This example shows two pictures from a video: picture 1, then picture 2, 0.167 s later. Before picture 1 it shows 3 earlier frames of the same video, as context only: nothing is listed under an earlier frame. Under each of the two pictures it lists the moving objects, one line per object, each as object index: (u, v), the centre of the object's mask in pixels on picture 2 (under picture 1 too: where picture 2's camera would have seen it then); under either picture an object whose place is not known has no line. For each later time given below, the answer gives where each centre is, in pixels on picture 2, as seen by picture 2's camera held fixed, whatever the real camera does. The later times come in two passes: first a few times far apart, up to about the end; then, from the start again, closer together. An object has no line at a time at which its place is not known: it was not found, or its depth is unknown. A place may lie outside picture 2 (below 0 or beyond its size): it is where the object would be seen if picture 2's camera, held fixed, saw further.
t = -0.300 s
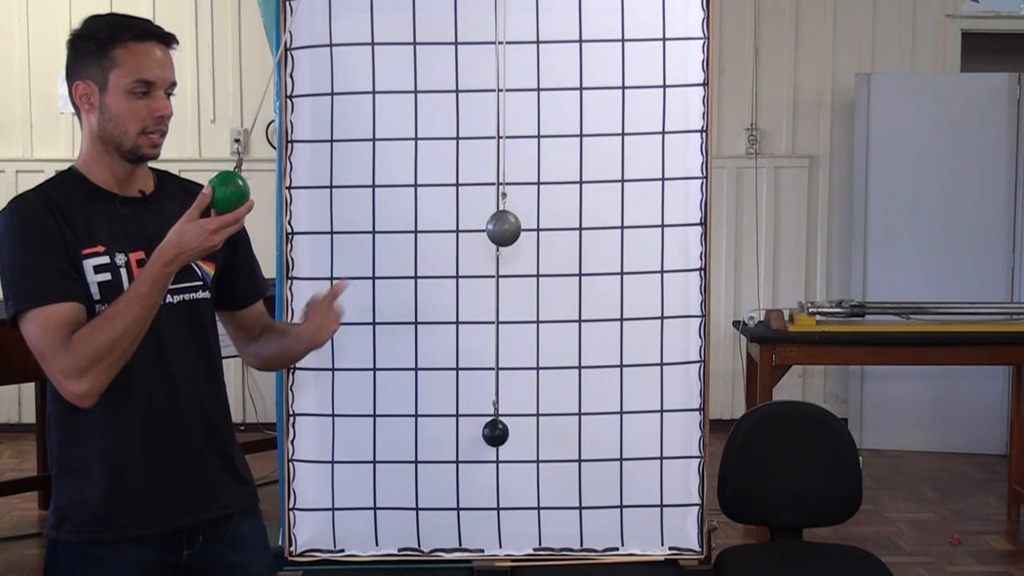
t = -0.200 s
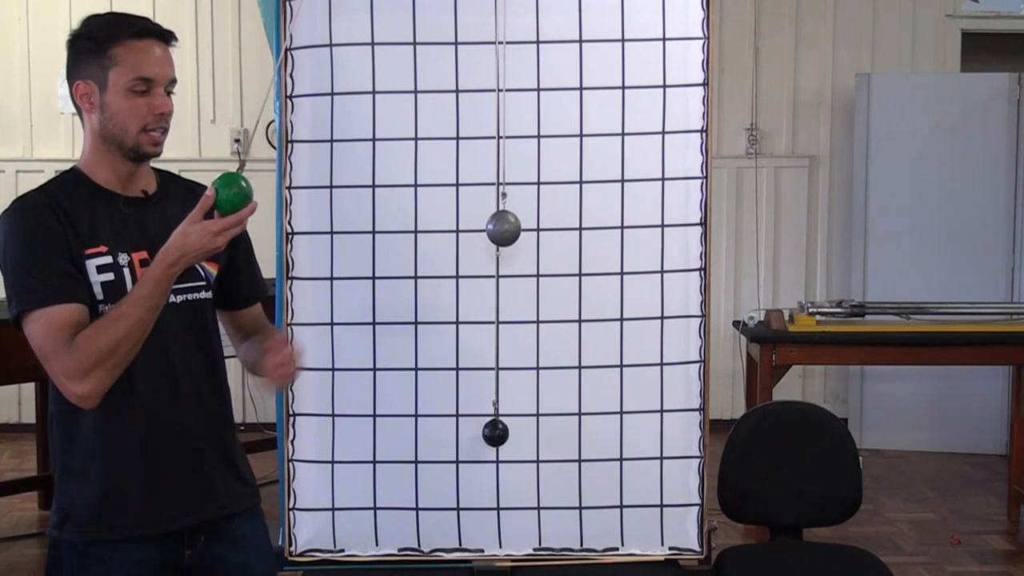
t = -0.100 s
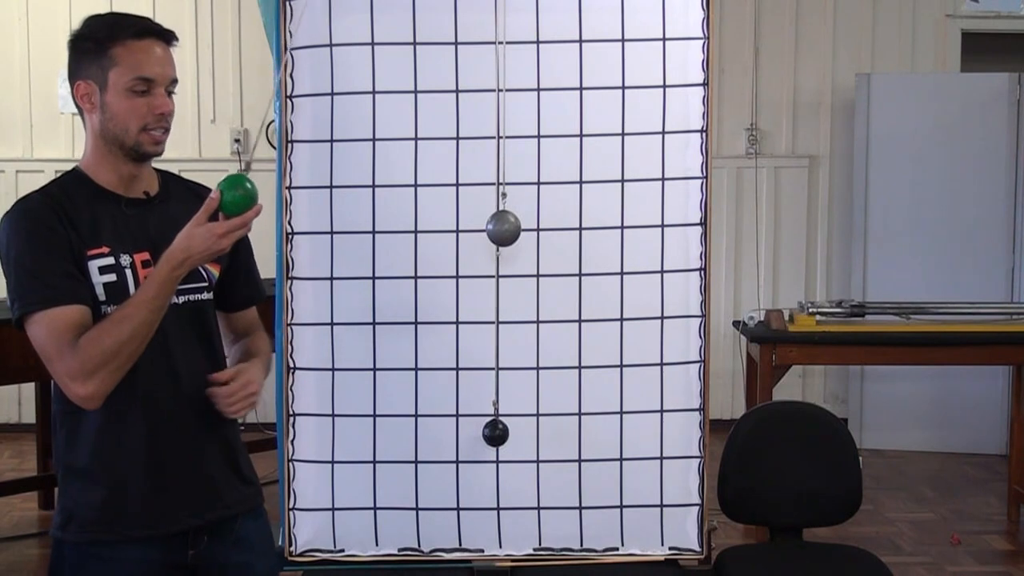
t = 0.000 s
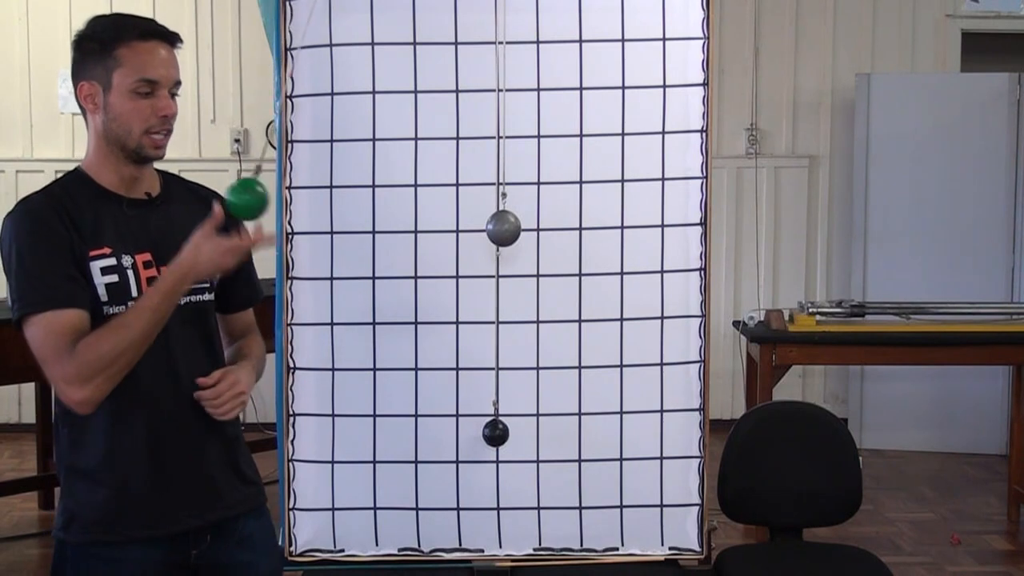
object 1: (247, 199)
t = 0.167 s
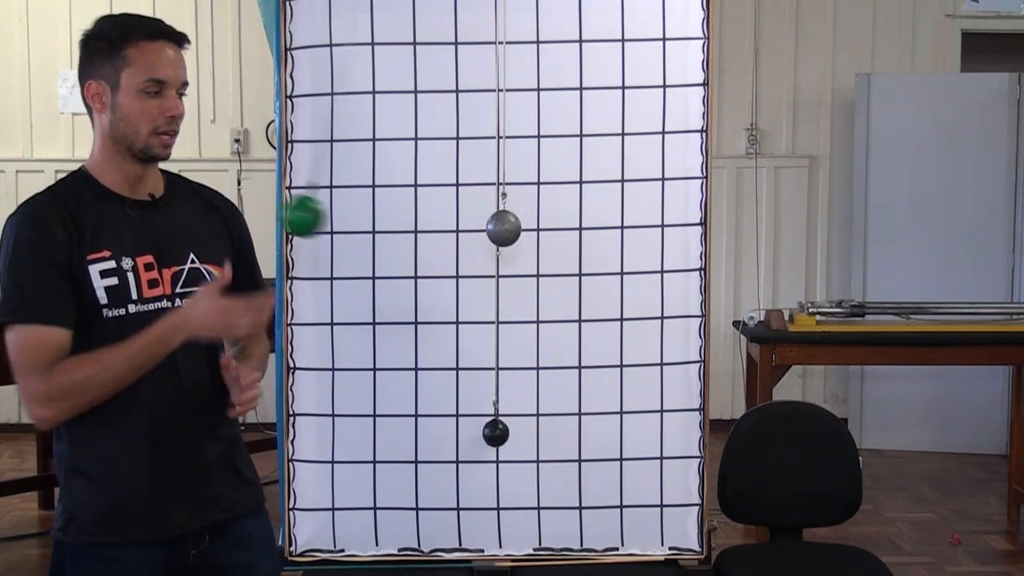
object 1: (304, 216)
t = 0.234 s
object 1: (337, 224)
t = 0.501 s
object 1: (519, 244)
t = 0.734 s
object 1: (673, 227)
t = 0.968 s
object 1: (769, 201)
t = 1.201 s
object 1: (774, 199)
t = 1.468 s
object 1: (670, 228)
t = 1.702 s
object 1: (513, 245)
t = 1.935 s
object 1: (353, 227)
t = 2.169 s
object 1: (254, 202)
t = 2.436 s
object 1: (256, 202)
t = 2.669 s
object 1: (358, 229)
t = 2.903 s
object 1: (517, 244)
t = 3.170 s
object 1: (690, 224)
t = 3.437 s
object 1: (777, 198)
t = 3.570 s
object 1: (777, 198)
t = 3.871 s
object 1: (669, 228)
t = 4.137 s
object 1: (488, 245)
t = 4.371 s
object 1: (337, 224)
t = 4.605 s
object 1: (252, 201)
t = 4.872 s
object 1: (268, 206)
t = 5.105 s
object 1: (379, 232)
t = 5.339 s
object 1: (540, 244)
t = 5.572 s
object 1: (687, 225)
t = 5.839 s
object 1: (774, 200)
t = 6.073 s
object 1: (754, 206)
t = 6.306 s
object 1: (648, 233)
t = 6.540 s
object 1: (489, 245)
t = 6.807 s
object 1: (323, 221)
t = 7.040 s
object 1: (250, 200)
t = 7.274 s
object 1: (270, 207)
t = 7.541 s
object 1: (400, 236)
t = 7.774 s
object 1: (562, 243)
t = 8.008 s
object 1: (701, 221)
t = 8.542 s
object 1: (730, 214)
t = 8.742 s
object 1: (627, 236)
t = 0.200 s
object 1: (320, 220)
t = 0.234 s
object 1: (337, 224)
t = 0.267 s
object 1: (355, 228)
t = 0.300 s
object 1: (377, 232)
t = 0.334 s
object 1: (398, 236)
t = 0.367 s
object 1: (421, 238)
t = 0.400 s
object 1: (445, 242)
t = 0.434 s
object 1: (468, 243)
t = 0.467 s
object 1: (494, 245)
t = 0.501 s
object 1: (519, 244)
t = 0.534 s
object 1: (543, 244)
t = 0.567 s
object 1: (567, 242)
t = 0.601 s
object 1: (590, 240)
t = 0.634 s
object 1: (613, 238)
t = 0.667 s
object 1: (634, 234)
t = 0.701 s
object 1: (655, 231)
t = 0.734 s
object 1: (673, 227)
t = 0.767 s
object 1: (693, 223)
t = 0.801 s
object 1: (710, 219)
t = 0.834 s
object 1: (726, 215)
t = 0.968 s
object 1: (769, 201)
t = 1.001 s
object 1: (776, 199)
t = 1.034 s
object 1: (780, 197)
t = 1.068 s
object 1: (782, 196)
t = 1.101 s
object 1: (783, 196)
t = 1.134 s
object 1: (782, 197)
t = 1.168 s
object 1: (779, 198)
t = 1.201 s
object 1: (774, 199)
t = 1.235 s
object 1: (767, 202)
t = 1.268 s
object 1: (759, 205)
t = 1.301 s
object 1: (748, 208)
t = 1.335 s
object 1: (735, 212)
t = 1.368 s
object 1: (722, 216)
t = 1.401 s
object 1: (707, 220)
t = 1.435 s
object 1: (688, 224)
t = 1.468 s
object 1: (670, 228)
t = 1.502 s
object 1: (649, 232)
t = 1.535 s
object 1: (628, 236)
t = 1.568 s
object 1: (607, 239)
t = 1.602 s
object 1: (584, 241)
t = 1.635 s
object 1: (560, 243)
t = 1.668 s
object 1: (537, 245)
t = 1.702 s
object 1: (513, 245)
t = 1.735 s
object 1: (486, 244)
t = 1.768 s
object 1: (463, 243)
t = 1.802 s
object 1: (439, 241)
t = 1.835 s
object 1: (416, 238)
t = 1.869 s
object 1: (394, 235)
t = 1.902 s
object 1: (373, 232)
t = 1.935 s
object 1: (353, 227)
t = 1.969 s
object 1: (334, 223)
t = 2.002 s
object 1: (317, 219)
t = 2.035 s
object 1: (303, 215)
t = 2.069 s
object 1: (287, 212)
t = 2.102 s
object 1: (274, 208)
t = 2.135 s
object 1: (263, 204)
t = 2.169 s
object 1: (254, 202)
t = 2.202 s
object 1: (248, 199)
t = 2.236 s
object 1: (244, 198)
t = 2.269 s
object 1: (241, 197)
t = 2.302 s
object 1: (240, 197)
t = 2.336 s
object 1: (241, 197)
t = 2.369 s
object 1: (245, 198)
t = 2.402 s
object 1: (250, 200)
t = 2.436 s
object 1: (256, 202)
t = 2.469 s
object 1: (265, 205)
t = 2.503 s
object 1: (277, 209)
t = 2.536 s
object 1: (291, 213)
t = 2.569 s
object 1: (306, 217)
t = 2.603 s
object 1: (322, 221)
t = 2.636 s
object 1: (338, 224)
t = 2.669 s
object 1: (358, 229)
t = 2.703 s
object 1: (378, 233)
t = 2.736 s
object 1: (399, 236)
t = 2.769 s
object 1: (422, 239)
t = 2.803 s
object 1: (445, 242)
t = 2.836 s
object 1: (468, 243)
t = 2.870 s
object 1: (492, 245)
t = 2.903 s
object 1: (517, 244)
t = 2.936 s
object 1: (542, 244)
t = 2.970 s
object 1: (565, 243)
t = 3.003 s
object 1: (589, 240)
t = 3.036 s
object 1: (611, 238)
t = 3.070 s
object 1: (632, 235)
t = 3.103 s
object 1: (653, 231)
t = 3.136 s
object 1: (671, 228)
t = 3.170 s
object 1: (690, 224)
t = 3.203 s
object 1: (708, 219)
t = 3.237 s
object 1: (723, 215)
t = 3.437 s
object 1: (777, 198)
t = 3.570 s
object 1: (777, 198)
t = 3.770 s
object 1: (721, 216)
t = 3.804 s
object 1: (705, 220)
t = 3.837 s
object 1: (687, 224)
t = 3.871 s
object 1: (669, 228)
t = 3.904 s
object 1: (650, 233)
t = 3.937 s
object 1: (629, 236)
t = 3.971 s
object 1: (608, 239)
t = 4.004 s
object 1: (584, 241)
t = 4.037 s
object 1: (561, 243)
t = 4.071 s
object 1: (538, 245)
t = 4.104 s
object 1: (514, 245)
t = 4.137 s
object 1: (488, 245)
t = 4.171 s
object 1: (464, 243)
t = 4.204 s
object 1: (441, 241)
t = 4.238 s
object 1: (420, 239)
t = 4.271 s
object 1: (397, 236)
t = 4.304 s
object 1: (376, 232)
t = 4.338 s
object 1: (356, 228)
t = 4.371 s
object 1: (337, 224)
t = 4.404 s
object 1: (320, 220)
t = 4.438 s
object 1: (306, 216)
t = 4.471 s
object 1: (291, 213)
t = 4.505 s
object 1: (278, 209)
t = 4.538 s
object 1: (267, 206)
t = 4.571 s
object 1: (258, 203)
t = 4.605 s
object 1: (252, 201)
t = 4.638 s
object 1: (247, 199)
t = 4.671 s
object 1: (245, 198)
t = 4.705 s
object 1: (244, 198)
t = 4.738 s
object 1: (245, 198)
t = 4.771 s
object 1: (248, 199)
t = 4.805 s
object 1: (252, 201)
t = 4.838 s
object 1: (259, 203)
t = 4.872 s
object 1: (268, 206)
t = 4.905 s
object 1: (279, 209)
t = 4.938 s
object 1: (293, 213)
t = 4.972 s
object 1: (307, 216)
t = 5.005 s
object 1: (322, 221)
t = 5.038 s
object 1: (340, 225)
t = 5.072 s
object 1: (359, 229)
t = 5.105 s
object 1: (379, 232)
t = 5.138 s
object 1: (399, 236)
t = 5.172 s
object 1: (421, 239)
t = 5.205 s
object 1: (444, 242)
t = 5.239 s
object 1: (467, 243)
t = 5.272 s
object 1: (491, 244)
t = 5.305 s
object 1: (517, 245)
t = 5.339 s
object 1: (540, 244)
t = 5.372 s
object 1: (564, 243)
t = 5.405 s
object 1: (587, 241)
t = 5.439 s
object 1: (608, 239)
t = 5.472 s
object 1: (630, 235)
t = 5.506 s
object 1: (650, 232)
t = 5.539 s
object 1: (669, 228)
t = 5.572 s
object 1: (687, 225)
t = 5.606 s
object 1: (704, 221)
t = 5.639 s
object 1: (720, 216)
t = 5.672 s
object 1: (732, 212)
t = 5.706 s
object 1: (744, 209)
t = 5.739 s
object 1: (754, 206)
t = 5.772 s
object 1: (763, 203)
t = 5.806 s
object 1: (769, 201)
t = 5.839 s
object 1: (774, 200)
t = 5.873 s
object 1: (776, 199)
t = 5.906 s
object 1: (777, 198)
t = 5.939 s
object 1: (776, 199)
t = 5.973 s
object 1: (774, 200)
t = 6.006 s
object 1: (769, 201)
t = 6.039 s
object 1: (762, 203)
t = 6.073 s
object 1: (754, 206)
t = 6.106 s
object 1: (744, 210)
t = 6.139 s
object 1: (732, 213)
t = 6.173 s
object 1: (718, 217)
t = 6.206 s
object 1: (704, 221)
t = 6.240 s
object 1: (685, 225)
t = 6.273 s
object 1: (668, 229)
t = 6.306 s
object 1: (648, 233)
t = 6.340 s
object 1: (628, 236)
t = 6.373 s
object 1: (606, 239)
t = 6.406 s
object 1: (584, 241)
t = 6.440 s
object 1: (561, 243)
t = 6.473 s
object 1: (538, 245)
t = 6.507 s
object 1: (514, 245)
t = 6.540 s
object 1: (489, 245)
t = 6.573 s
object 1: (465, 243)
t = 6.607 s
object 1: (443, 242)
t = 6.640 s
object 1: (420, 239)
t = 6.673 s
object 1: (398, 236)
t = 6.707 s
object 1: (378, 233)
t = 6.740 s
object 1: (358, 229)
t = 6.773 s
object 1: (340, 225)
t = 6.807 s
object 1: (323, 221)
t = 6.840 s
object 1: (307, 217)
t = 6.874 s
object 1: (294, 213)
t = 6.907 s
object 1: (281, 210)
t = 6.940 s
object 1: (270, 207)
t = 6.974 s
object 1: (261, 204)
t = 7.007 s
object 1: (255, 202)
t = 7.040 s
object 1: (250, 200)
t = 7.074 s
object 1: (248, 199)
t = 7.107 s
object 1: (247, 199)
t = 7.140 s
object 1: (248, 199)
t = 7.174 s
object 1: (251, 200)
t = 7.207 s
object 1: (255, 201)
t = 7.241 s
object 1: (262, 204)
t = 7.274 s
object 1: (270, 207)
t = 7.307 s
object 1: (282, 209)
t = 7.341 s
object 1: (296, 214)
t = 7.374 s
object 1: (309, 217)
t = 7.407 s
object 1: (325, 221)
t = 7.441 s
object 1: (341, 225)
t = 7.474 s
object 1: (359, 229)
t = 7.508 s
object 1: (380, 233)
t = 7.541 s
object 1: (400, 236)
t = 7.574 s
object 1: (421, 239)
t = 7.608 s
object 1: (445, 241)
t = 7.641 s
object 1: (467, 243)
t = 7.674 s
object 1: (492, 244)
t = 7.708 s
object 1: (516, 245)
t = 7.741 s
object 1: (539, 244)
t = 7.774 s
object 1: (562, 243)
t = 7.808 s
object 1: (585, 241)
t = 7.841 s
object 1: (607, 238)
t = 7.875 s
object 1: (628, 235)
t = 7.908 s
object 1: (648, 232)
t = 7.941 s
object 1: (667, 228)
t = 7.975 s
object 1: (684, 225)
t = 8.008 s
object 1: (701, 221)
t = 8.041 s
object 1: (717, 217)
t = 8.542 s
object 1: (730, 214)
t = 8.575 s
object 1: (717, 217)
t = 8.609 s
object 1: (701, 222)
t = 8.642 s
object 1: (683, 226)
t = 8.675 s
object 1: (666, 229)
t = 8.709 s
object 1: (646, 233)
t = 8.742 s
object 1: (627, 236)
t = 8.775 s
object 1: (607, 239)
